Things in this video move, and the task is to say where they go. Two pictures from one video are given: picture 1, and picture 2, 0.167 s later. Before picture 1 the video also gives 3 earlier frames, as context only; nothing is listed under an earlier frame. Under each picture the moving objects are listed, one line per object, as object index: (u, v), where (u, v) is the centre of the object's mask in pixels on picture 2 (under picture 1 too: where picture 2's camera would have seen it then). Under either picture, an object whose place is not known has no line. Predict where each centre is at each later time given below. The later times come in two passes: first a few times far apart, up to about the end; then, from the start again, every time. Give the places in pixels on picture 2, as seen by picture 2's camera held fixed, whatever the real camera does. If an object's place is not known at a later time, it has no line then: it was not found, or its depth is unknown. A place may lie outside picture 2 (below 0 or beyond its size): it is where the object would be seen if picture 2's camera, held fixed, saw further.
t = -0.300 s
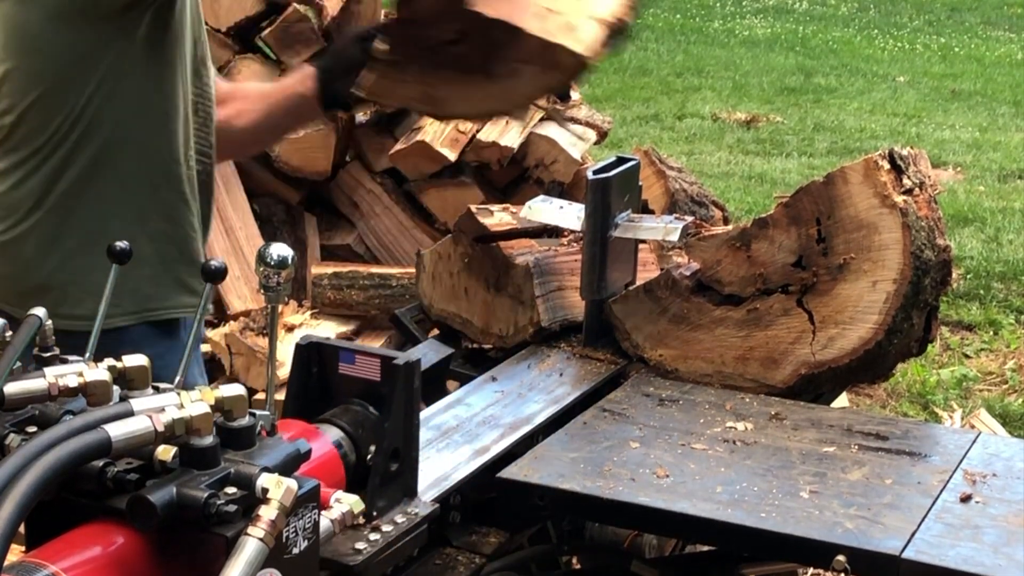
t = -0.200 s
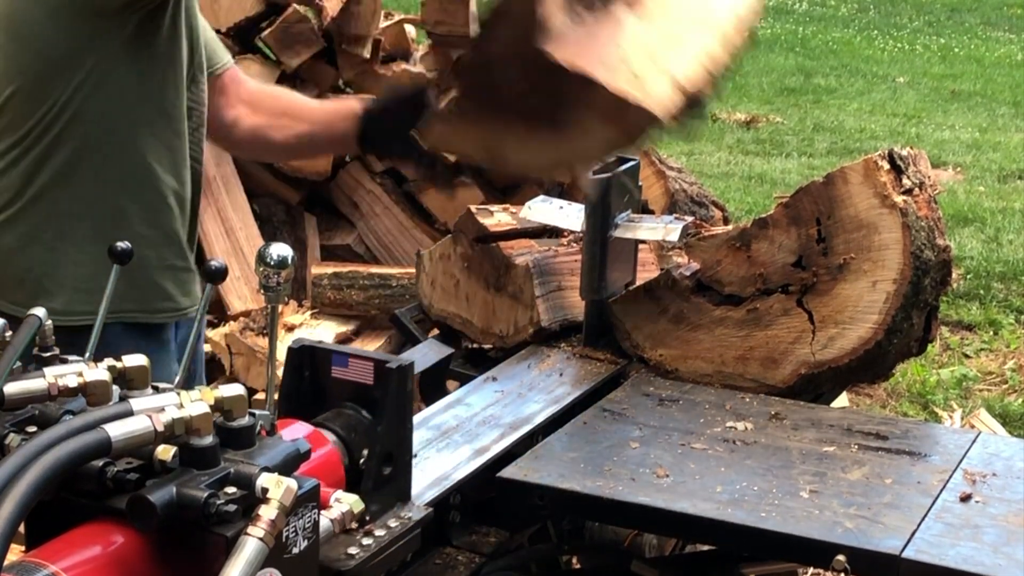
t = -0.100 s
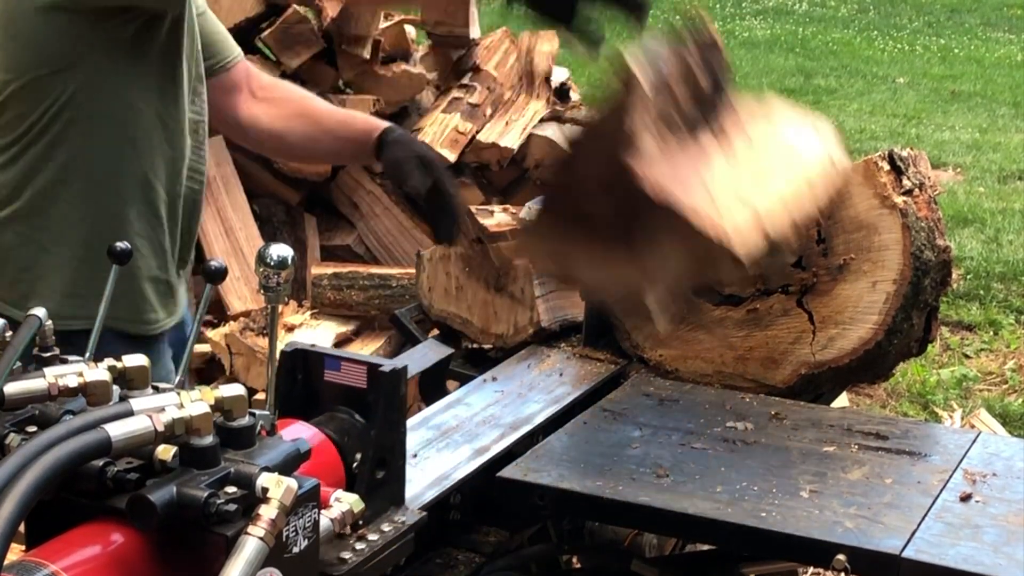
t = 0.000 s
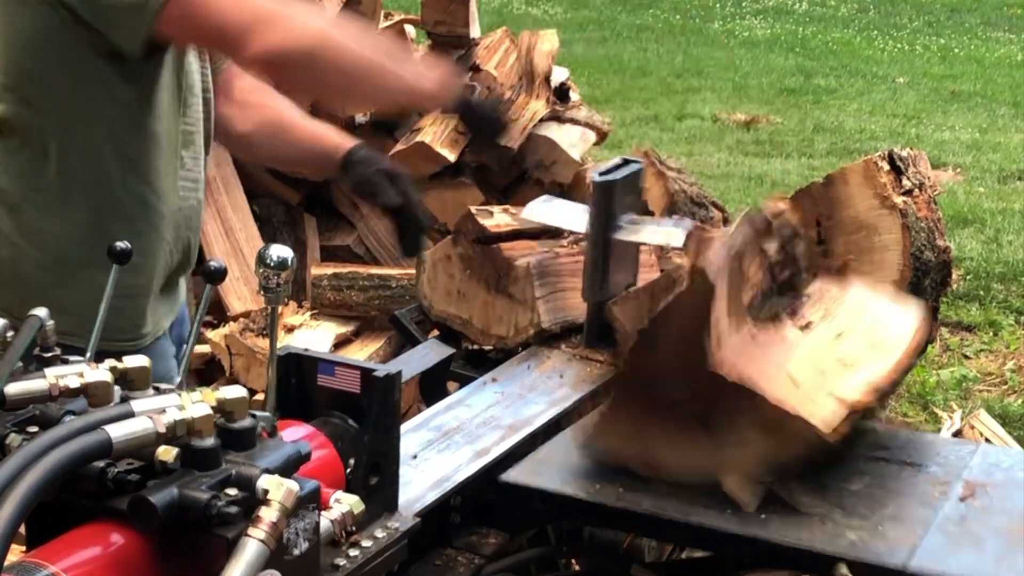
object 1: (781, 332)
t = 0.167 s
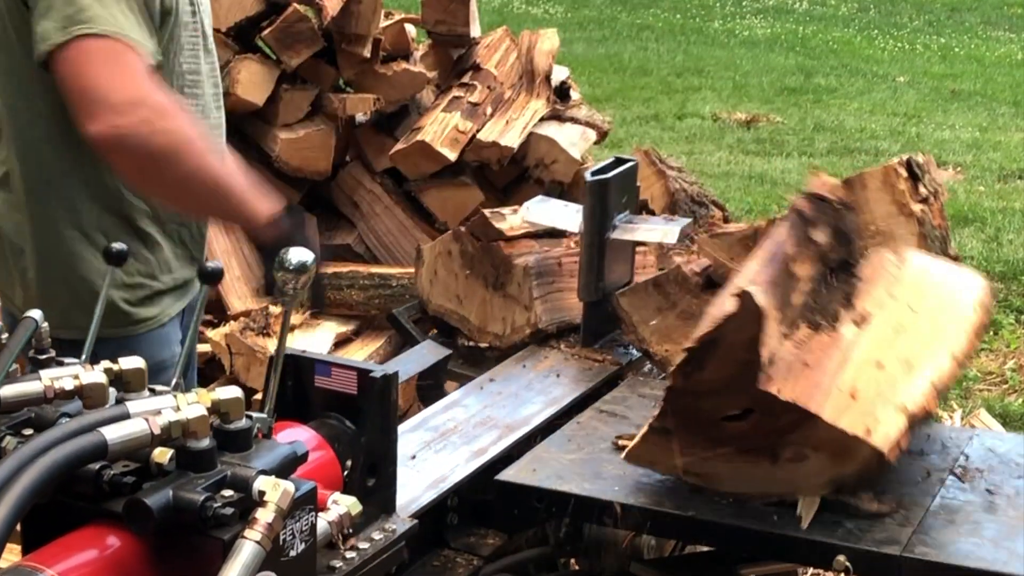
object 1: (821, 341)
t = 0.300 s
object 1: (838, 349)
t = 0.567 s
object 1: (818, 342)
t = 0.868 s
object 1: (833, 347)
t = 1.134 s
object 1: (826, 346)
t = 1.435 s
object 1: (823, 345)
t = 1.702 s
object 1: (825, 346)
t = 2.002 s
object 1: (825, 345)
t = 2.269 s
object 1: (825, 346)
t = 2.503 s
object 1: (824, 344)
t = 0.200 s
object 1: (828, 345)
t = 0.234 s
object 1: (833, 348)
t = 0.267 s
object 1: (836, 349)
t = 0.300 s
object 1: (838, 349)
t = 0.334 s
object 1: (838, 350)
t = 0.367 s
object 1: (836, 349)
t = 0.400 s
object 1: (833, 348)
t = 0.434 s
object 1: (827, 346)
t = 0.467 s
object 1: (824, 344)
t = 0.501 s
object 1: (821, 343)
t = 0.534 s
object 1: (819, 342)
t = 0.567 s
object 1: (818, 342)
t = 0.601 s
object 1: (817, 342)
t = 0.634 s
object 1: (818, 343)
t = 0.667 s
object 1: (820, 345)
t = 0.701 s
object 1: (823, 345)
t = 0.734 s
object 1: (827, 346)
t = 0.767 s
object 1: (830, 345)
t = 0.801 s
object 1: (832, 346)
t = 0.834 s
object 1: (832, 346)
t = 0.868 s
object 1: (833, 347)
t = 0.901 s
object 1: (829, 346)
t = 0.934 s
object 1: (827, 346)
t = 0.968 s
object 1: (823, 345)
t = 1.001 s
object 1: (822, 344)
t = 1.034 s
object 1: (821, 344)
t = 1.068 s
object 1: (822, 344)
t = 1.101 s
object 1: (823, 345)
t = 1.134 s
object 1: (826, 346)
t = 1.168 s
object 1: (827, 345)
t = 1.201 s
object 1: (829, 346)
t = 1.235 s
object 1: (830, 346)
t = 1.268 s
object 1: (830, 346)
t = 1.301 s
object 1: (829, 345)
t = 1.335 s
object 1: (828, 345)
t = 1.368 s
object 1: (826, 345)
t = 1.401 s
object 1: (824, 345)
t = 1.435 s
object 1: (823, 345)
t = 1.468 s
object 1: (823, 344)
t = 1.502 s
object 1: (825, 346)
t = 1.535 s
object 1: (825, 345)
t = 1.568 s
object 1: (827, 346)
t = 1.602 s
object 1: (826, 346)
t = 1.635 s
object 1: (827, 346)
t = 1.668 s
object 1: (826, 346)
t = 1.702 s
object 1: (825, 346)
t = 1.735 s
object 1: (825, 345)
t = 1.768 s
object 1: (825, 345)
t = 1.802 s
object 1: (825, 345)
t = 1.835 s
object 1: (825, 346)
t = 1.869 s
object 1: (825, 346)
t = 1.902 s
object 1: (825, 346)
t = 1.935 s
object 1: (825, 346)
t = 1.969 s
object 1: (825, 345)
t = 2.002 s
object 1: (825, 345)
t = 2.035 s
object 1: (825, 345)
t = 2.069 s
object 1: (825, 345)
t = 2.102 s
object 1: (825, 346)
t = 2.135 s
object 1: (825, 345)
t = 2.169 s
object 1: (825, 345)
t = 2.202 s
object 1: (825, 346)
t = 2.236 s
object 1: (826, 346)
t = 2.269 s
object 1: (825, 346)
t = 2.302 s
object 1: (825, 345)
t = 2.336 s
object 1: (824, 344)
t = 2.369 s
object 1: (824, 344)
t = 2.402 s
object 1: (824, 344)
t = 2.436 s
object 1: (824, 344)
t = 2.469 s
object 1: (824, 344)
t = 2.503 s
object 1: (824, 344)
